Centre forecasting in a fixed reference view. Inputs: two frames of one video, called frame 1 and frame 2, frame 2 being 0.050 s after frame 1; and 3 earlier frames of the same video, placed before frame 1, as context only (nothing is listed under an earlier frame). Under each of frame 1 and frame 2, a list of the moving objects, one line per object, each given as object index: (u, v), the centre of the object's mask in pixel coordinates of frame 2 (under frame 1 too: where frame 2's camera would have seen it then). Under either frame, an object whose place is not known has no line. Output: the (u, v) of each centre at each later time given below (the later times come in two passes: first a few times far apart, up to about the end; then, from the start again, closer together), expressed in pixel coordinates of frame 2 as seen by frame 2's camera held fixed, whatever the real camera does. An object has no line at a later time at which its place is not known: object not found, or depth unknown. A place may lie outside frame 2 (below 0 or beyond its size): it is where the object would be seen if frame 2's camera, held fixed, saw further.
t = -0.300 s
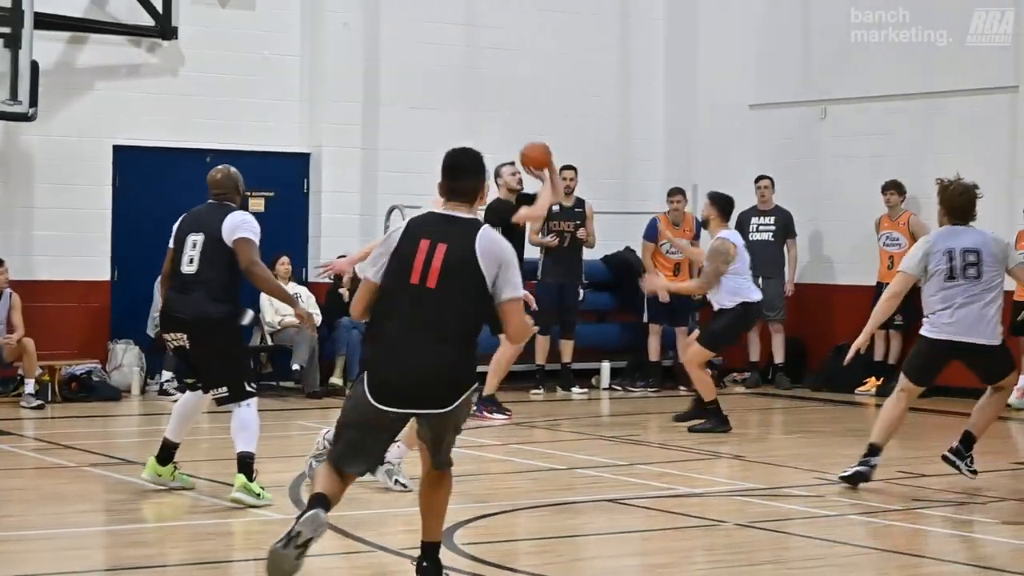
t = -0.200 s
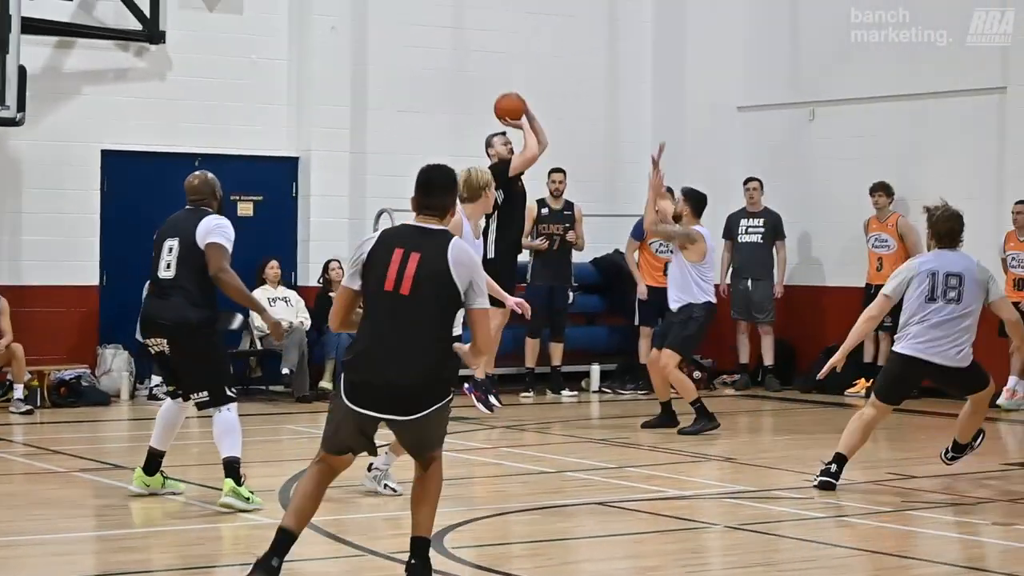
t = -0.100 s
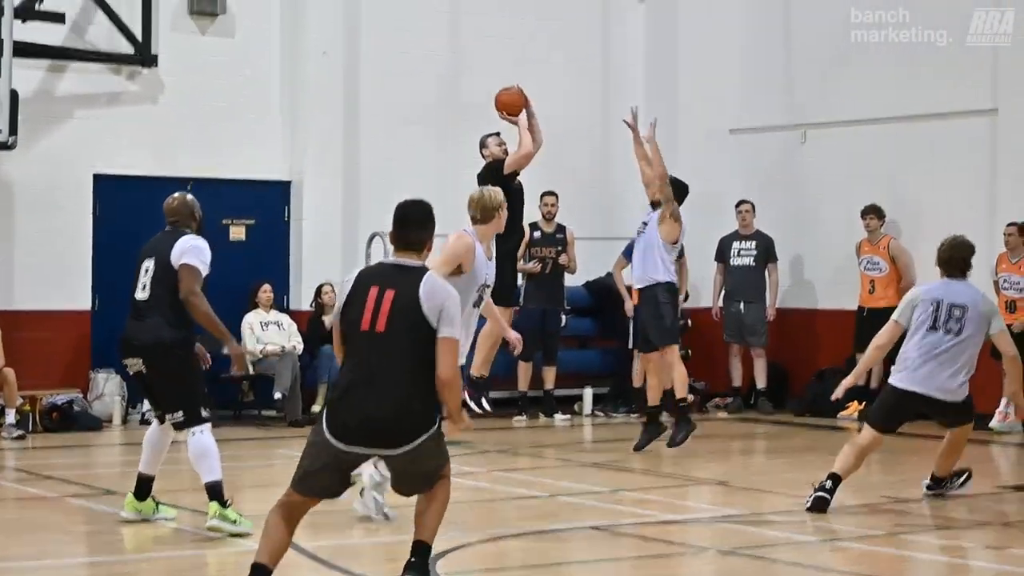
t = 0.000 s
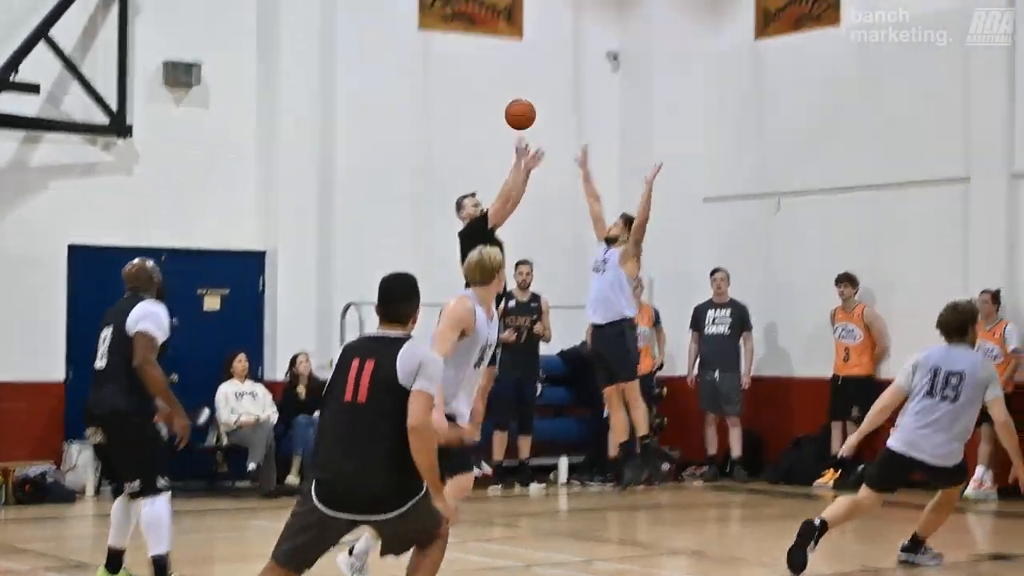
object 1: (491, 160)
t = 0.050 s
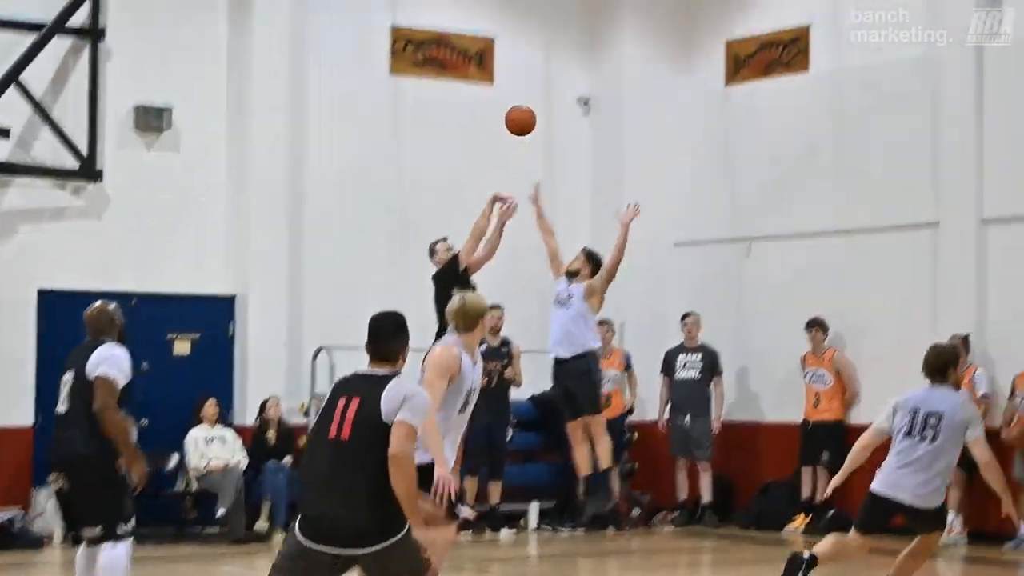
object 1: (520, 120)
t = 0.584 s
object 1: (857, -126)
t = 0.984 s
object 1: (1183, -51)
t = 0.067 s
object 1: (530, 107)
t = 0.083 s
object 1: (540, 95)
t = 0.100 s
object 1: (550, 83)
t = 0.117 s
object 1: (560, 71)
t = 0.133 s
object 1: (570, 59)
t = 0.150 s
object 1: (579, 49)
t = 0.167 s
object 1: (587, 41)
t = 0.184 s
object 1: (597, 30)
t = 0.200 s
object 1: (606, 20)
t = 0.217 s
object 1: (614, 11)
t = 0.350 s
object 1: (693, -58)
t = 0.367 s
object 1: (705, -65)
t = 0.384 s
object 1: (715, -71)
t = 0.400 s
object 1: (727, -77)
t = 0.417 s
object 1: (738, -84)
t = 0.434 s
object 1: (750, -90)
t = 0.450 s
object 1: (761, -95)
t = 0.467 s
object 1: (773, -100)
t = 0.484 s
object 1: (785, -104)
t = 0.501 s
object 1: (797, -109)
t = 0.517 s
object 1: (809, -113)
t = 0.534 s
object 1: (821, -120)
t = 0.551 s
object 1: (833, -122)
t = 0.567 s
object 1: (846, -125)
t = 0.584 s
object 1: (857, -126)
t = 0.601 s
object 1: (870, -127)
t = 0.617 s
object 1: (883, -128)
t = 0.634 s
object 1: (894, -129)
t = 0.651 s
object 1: (907, -130)
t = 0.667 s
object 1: (920, -130)
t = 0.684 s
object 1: (933, -130)
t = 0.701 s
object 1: (946, -130)
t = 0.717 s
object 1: (960, -129)
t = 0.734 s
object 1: (973, -127)
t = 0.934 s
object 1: (1139, -75)
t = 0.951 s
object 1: (1155, -68)
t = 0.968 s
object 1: (1168, -61)
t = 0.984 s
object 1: (1183, -51)
